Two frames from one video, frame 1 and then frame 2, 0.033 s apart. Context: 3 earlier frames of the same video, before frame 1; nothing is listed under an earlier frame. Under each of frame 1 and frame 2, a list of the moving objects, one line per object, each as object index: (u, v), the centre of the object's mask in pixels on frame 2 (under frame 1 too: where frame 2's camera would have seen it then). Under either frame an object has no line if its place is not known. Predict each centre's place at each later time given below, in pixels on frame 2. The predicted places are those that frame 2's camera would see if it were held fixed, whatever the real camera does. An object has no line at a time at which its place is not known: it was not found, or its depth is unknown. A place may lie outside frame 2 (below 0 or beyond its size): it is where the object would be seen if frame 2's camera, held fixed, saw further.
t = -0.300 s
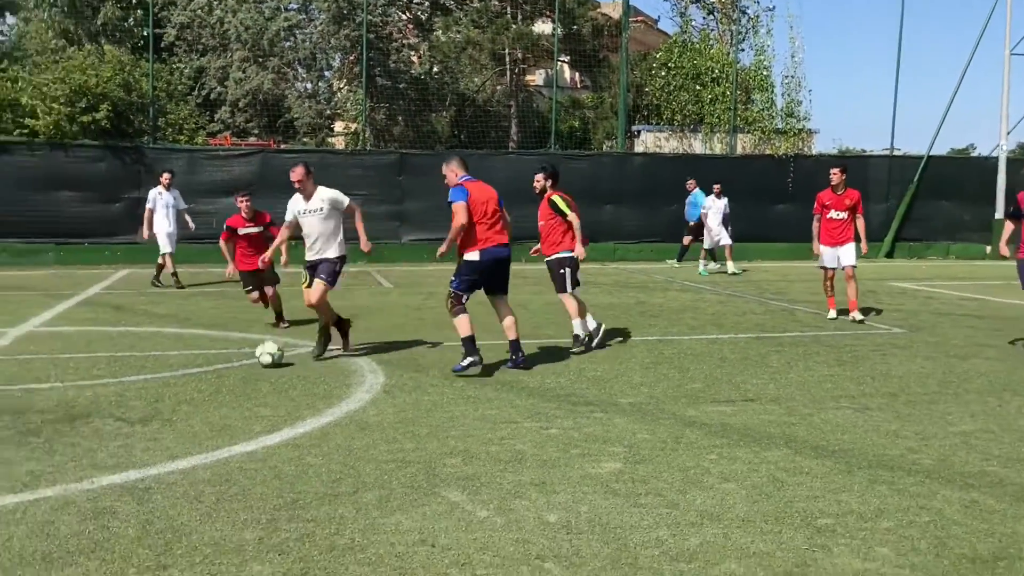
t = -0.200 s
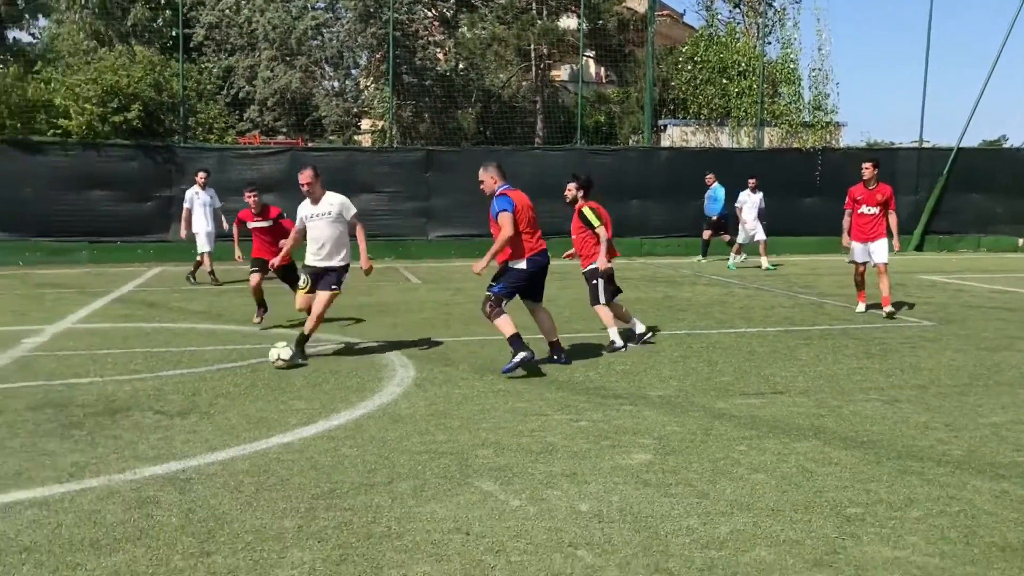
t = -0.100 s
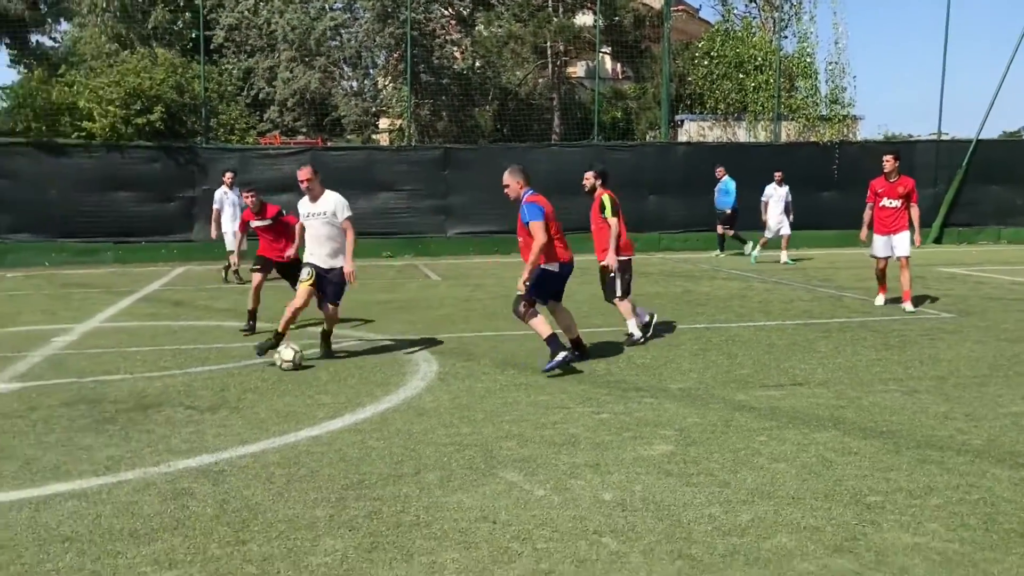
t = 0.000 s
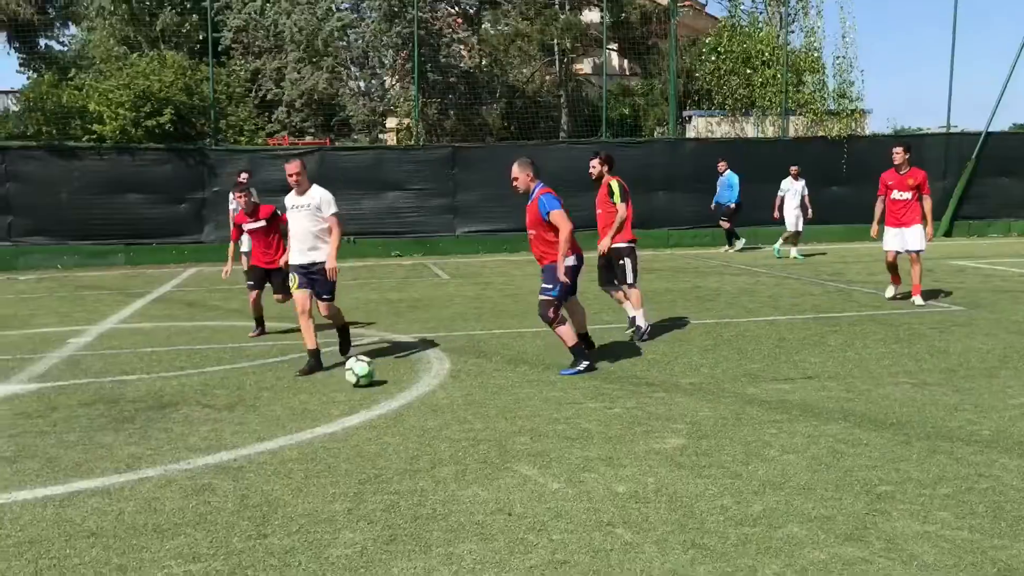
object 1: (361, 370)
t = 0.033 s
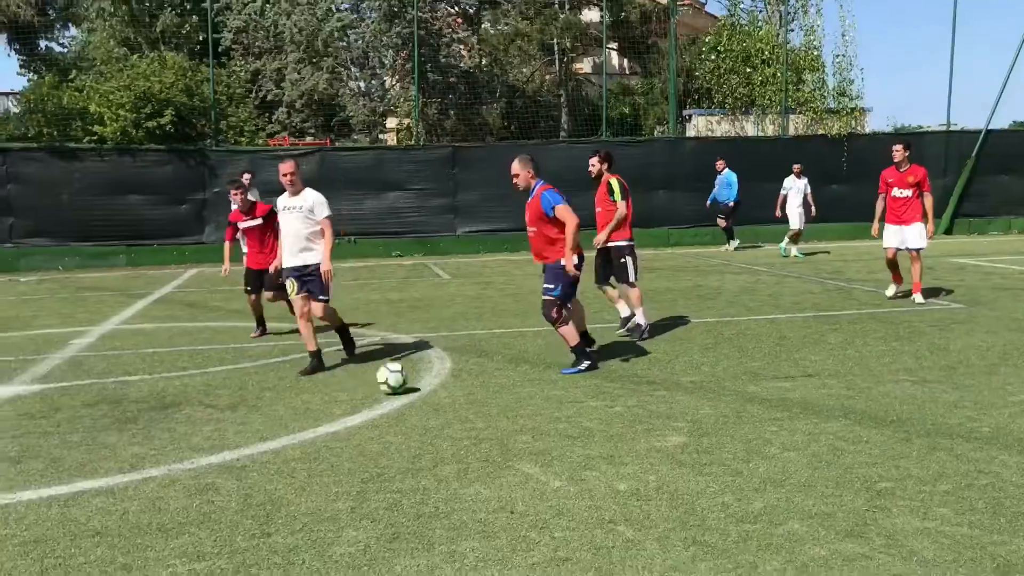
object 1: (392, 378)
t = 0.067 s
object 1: (424, 386)
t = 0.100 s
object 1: (459, 395)
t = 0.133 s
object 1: (496, 405)
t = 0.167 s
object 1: (538, 417)
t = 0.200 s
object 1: (581, 428)
